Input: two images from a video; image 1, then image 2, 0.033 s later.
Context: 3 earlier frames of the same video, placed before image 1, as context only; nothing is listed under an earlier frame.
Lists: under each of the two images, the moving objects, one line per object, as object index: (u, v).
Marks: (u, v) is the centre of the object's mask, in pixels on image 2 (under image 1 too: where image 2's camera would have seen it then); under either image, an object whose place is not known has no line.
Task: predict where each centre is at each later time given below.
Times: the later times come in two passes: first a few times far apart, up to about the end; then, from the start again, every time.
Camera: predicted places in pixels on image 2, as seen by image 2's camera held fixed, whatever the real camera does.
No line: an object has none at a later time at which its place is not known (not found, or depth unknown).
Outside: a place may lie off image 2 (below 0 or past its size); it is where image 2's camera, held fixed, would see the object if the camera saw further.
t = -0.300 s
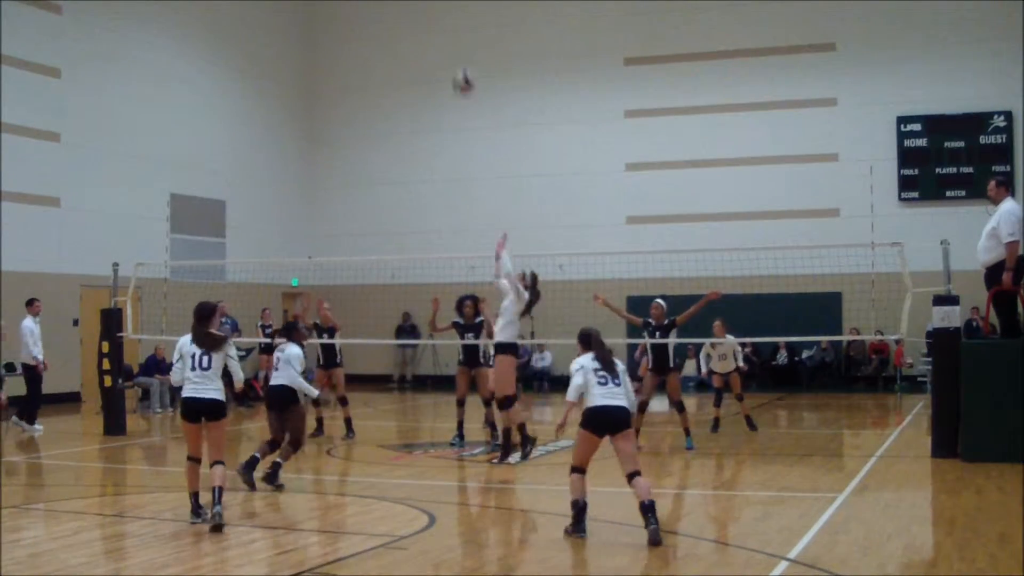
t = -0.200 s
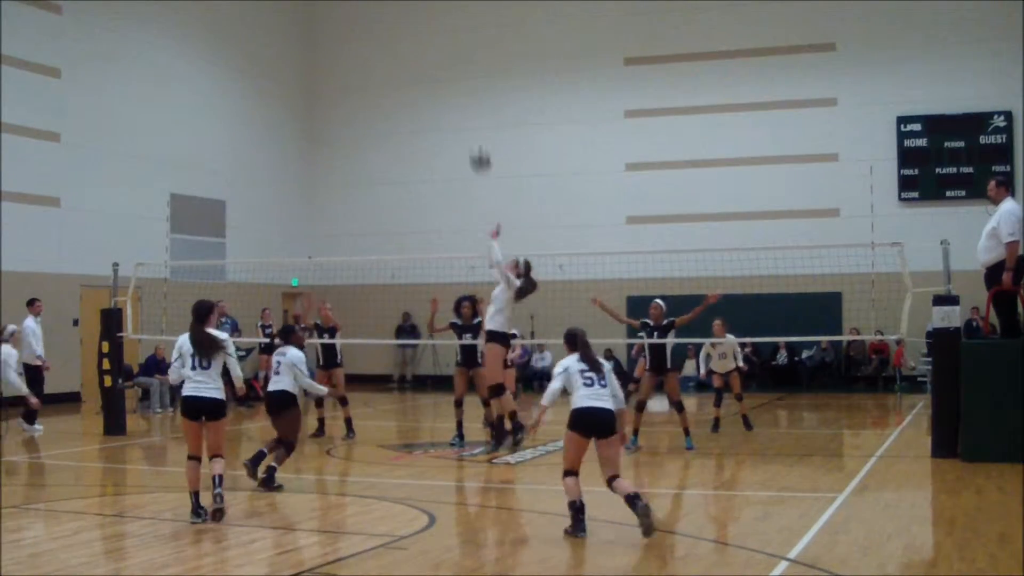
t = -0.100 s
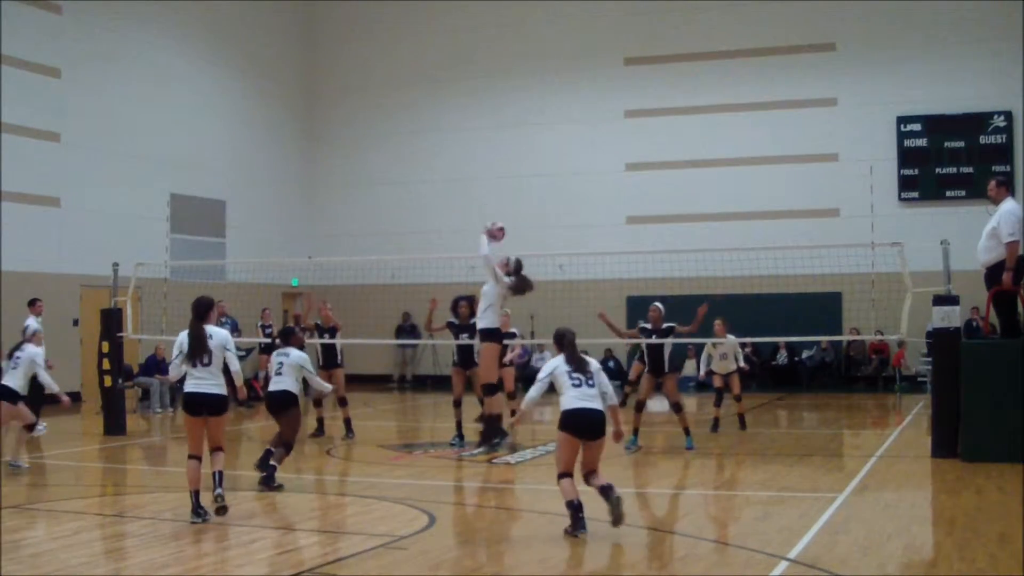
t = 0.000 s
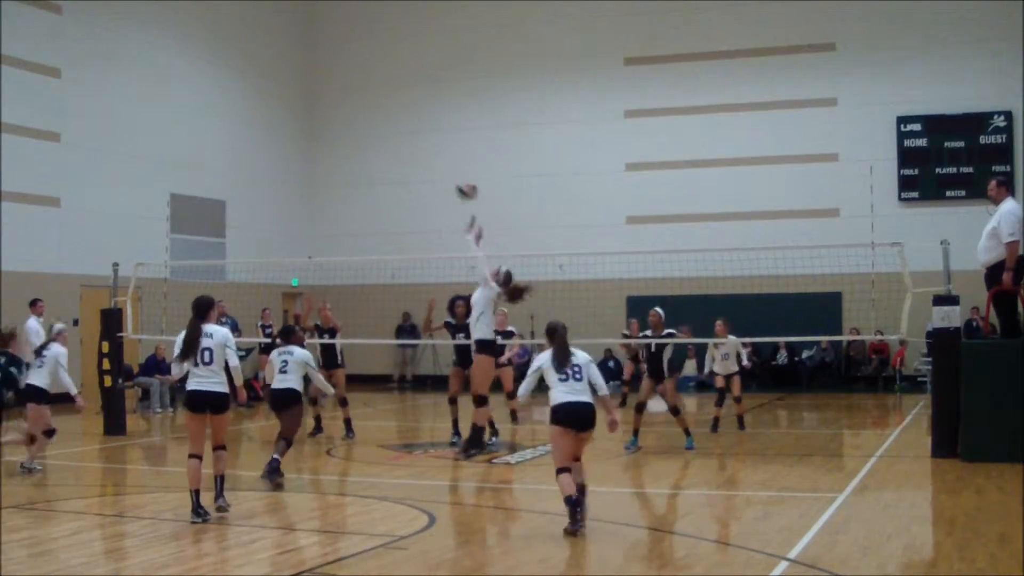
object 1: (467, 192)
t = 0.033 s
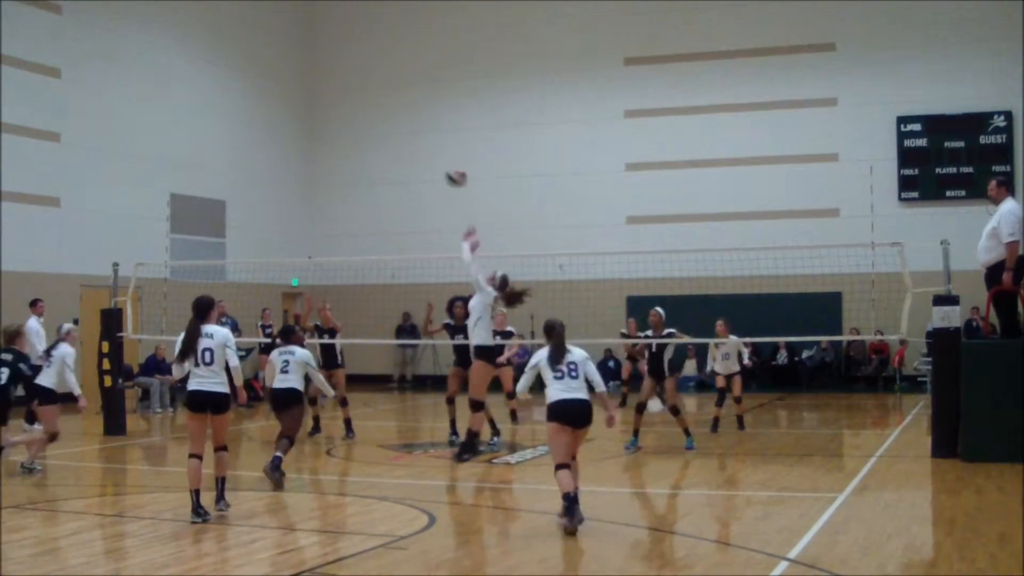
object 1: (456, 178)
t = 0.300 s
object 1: (378, 117)
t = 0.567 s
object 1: (310, 129)
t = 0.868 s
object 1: (245, 216)
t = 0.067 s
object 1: (445, 165)
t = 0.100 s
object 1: (435, 155)
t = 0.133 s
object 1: (425, 146)
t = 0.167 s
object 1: (416, 138)
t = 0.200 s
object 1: (406, 130)
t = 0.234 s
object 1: (397, 126)
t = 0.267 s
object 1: (388, 121)
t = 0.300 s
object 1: (378, 117)
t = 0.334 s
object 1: (369, 114)
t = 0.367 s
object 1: (360, 114)
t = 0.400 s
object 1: (352, 113)
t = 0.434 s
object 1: (343, 115)
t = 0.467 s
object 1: (335, 117)
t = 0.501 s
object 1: (326, 120)
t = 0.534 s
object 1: (318, 124)
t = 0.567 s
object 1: (310, 129)
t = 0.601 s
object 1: (303, 135)
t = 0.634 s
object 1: (295, 143)
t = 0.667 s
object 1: (288, 150)
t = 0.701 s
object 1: (281, 160)
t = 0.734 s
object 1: (273, 169)
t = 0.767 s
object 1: (266, 179)
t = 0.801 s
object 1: (259, 191)
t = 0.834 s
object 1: (252, 203)
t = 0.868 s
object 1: (245, 216)
